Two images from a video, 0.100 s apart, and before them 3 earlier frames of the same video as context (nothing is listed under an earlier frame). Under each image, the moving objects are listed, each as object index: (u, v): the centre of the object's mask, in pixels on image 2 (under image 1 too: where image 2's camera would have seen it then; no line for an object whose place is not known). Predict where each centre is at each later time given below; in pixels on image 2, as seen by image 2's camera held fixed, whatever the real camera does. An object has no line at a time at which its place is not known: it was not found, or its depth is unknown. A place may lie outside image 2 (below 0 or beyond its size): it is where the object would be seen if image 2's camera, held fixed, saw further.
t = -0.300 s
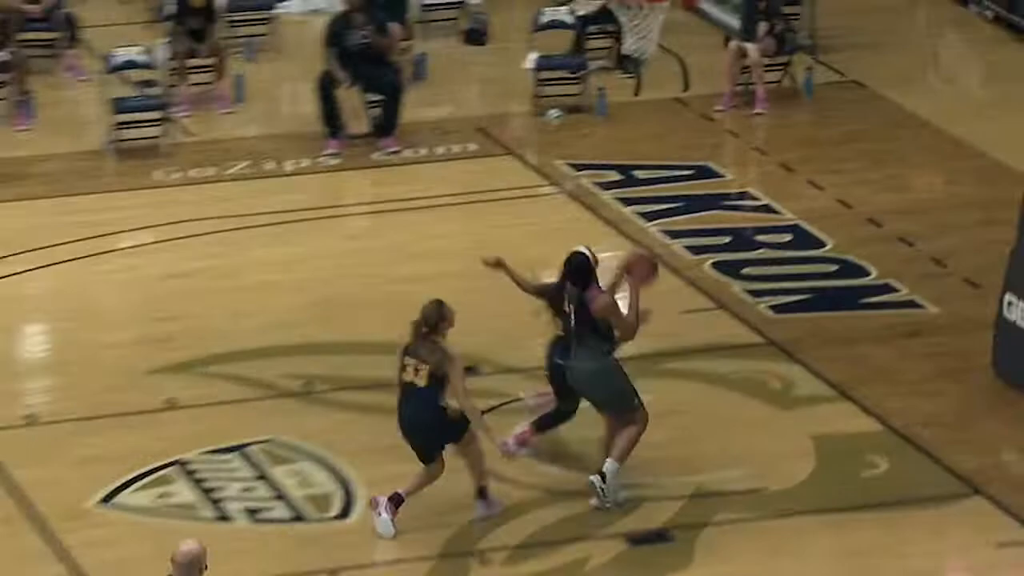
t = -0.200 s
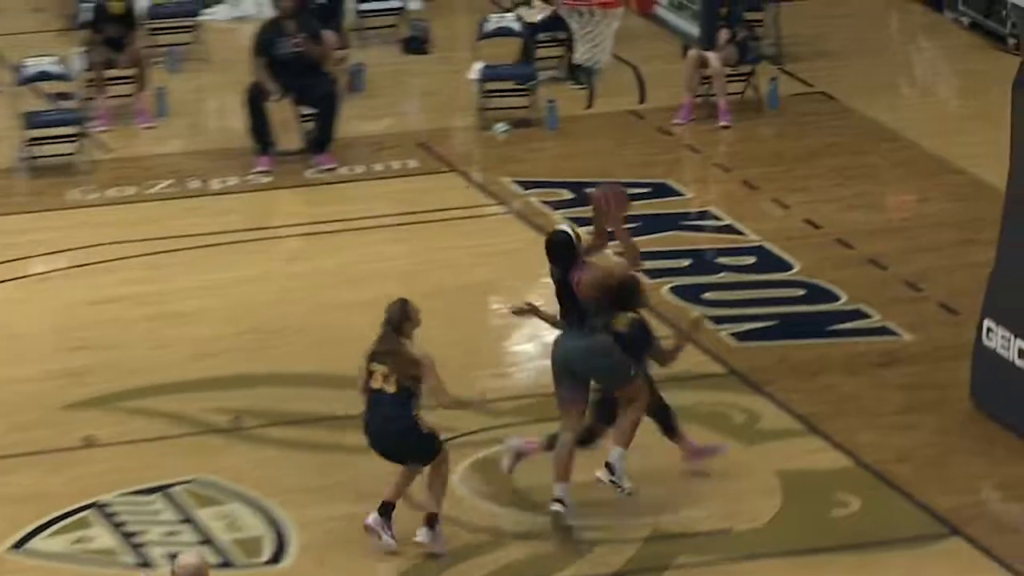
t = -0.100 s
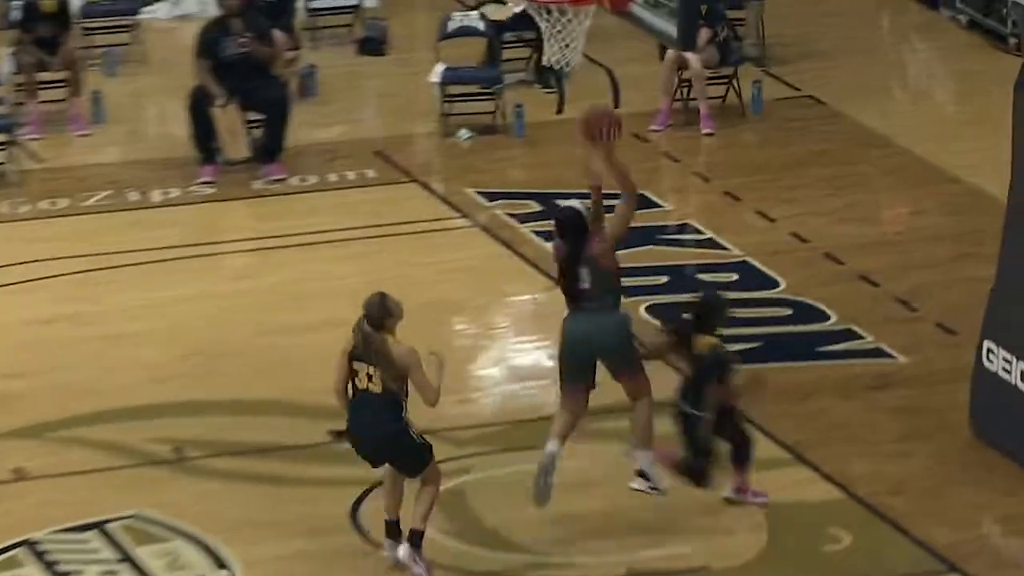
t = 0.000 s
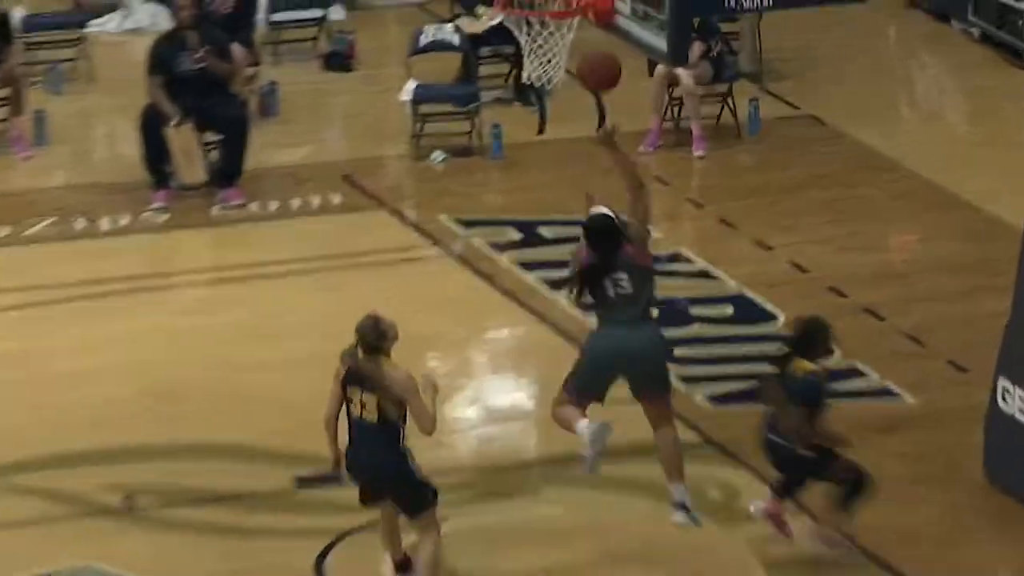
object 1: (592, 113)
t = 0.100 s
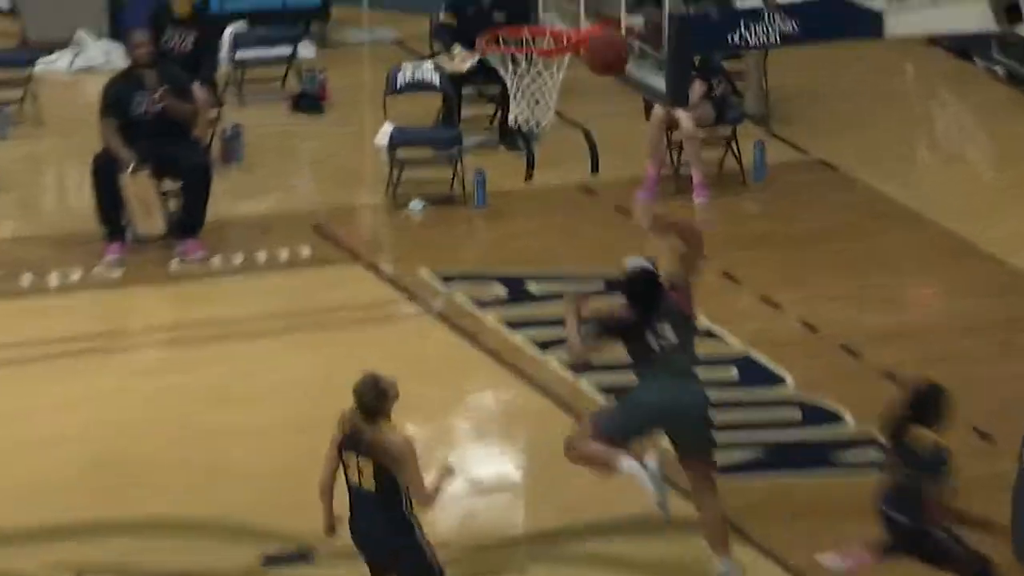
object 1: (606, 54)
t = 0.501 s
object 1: (534, 29)
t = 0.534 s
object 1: (529, 34)
